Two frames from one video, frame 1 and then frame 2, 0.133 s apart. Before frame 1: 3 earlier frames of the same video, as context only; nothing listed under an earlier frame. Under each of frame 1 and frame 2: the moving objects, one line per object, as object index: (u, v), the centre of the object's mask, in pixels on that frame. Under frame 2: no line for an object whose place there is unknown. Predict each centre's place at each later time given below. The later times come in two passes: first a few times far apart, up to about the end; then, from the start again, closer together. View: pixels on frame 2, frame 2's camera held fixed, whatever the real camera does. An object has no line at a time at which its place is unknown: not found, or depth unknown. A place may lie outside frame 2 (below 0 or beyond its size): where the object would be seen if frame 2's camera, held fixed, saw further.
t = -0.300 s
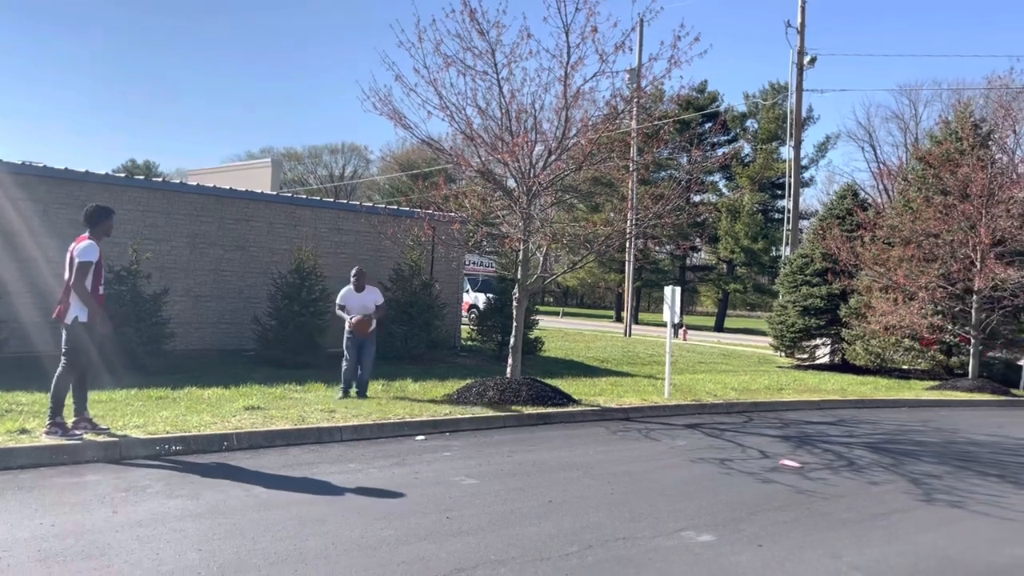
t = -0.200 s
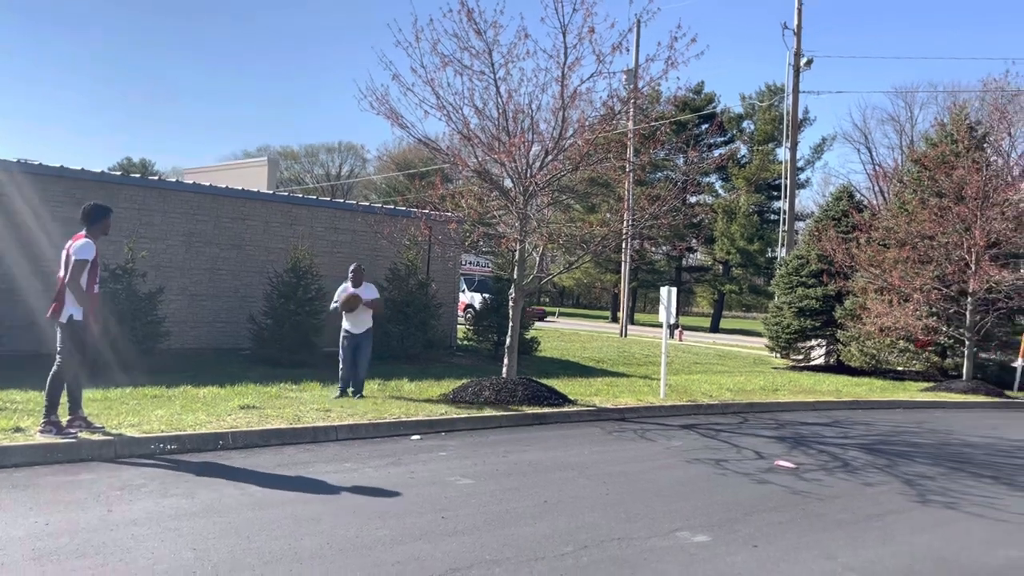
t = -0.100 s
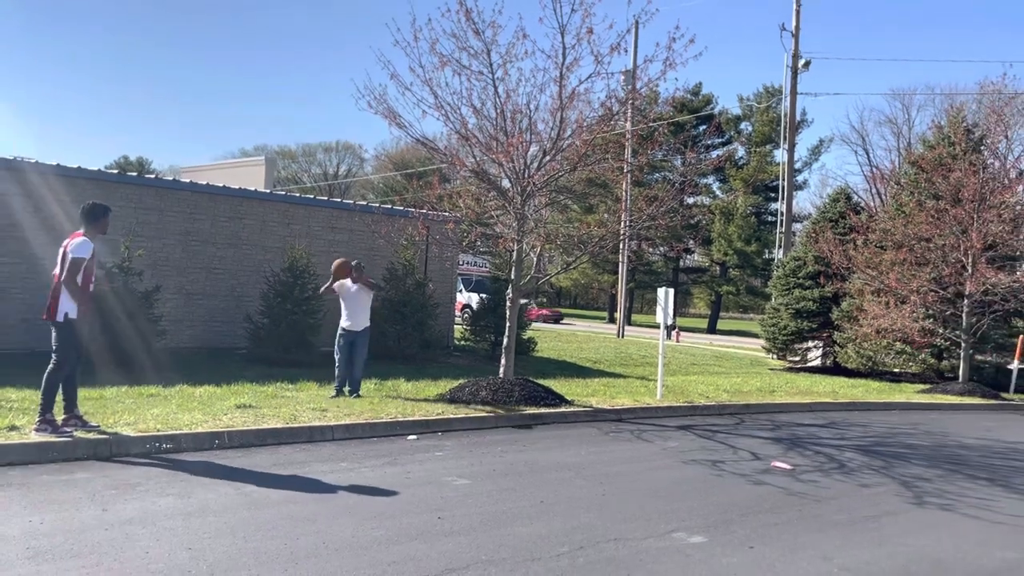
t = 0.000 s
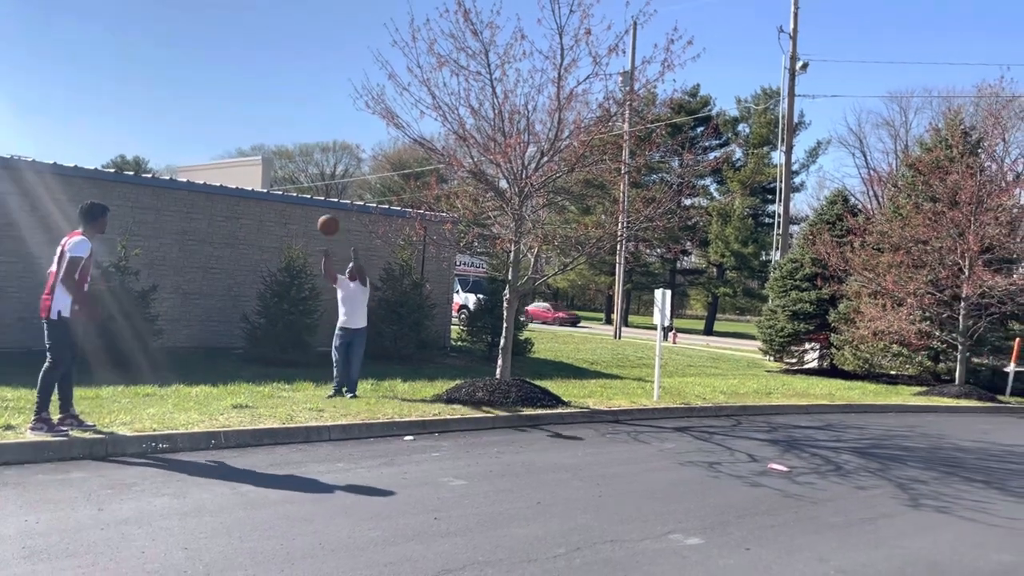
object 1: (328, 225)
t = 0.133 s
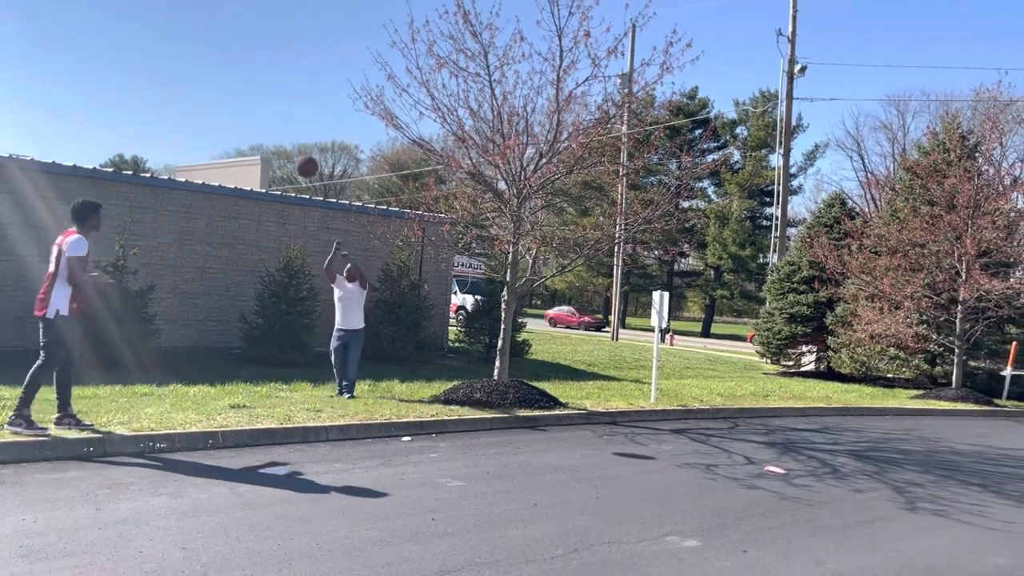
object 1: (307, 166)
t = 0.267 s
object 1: (284, 119)
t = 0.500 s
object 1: (236, 70)
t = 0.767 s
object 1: (167, 76)
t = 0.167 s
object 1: (302, 154)
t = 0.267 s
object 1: (284, 119)
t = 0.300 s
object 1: (278, 110)
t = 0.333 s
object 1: (271, 101)
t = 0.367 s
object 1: (265, 93)
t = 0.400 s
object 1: (258, 86)
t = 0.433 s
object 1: (251, 80)
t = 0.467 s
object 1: (244, 74)
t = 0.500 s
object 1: (236, 70)
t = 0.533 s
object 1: (228, 67)
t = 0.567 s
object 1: (220, 65)
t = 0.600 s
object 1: (212, 64)
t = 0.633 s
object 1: (204, 64)
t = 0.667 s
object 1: (195, 65)
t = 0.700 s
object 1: (186, 67)
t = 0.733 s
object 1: (176, 71)
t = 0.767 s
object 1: (167, 76)
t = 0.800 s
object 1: (157, 82)
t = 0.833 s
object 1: (147, 90)
